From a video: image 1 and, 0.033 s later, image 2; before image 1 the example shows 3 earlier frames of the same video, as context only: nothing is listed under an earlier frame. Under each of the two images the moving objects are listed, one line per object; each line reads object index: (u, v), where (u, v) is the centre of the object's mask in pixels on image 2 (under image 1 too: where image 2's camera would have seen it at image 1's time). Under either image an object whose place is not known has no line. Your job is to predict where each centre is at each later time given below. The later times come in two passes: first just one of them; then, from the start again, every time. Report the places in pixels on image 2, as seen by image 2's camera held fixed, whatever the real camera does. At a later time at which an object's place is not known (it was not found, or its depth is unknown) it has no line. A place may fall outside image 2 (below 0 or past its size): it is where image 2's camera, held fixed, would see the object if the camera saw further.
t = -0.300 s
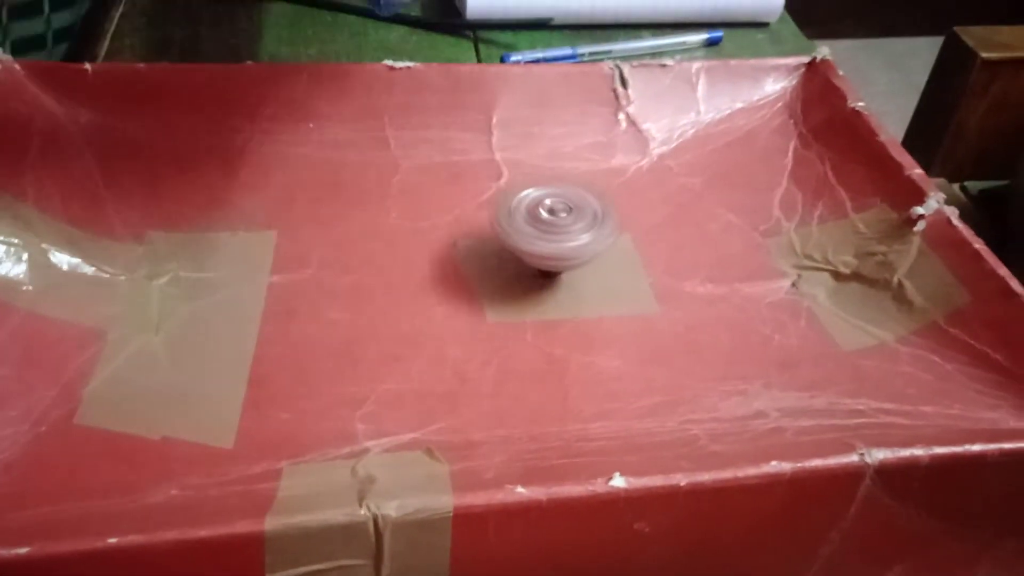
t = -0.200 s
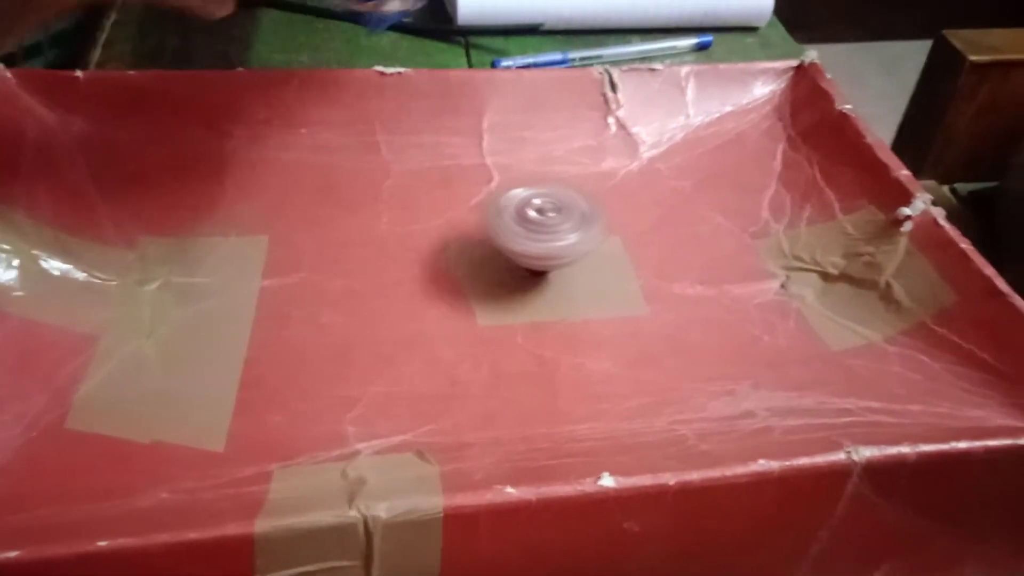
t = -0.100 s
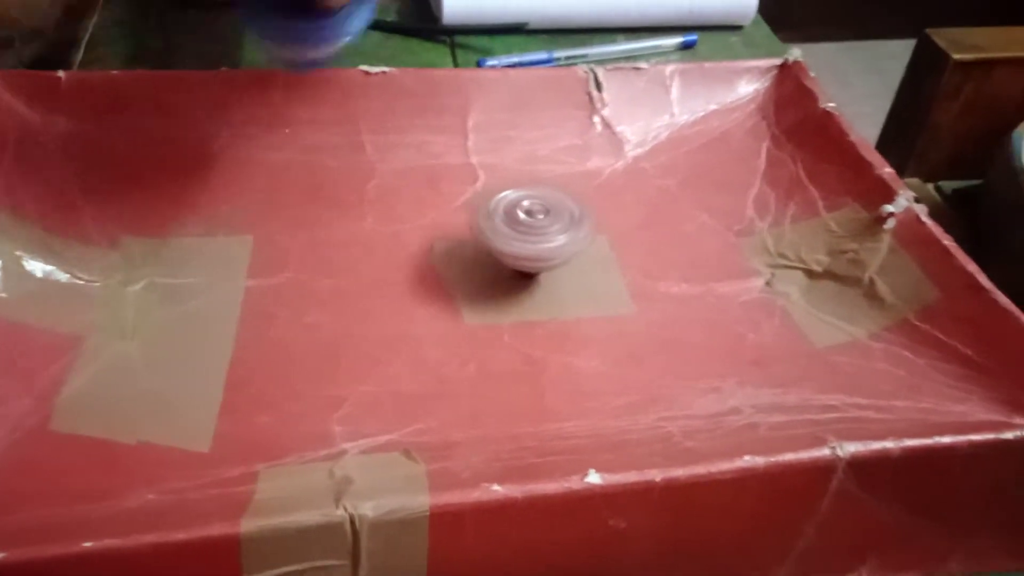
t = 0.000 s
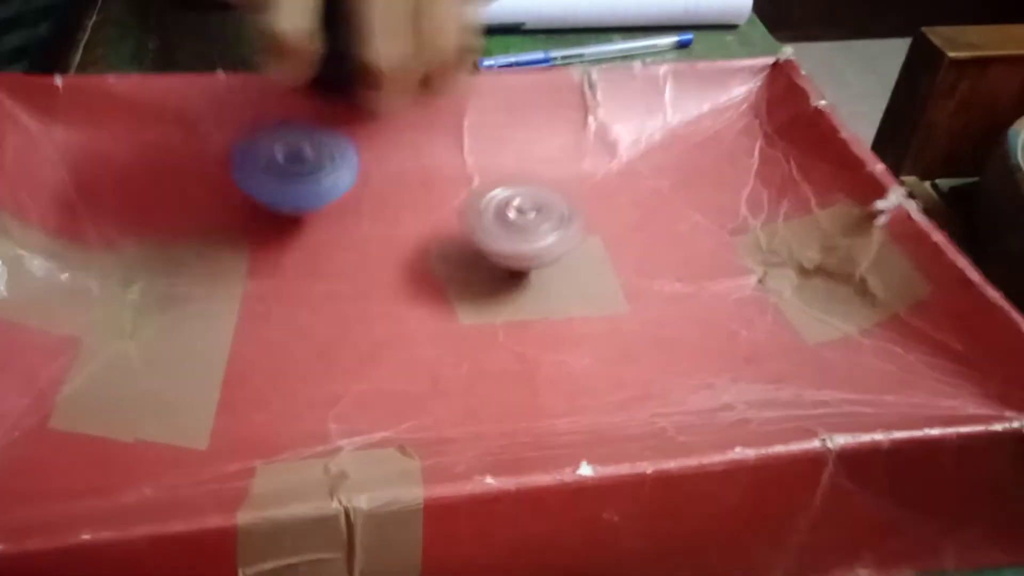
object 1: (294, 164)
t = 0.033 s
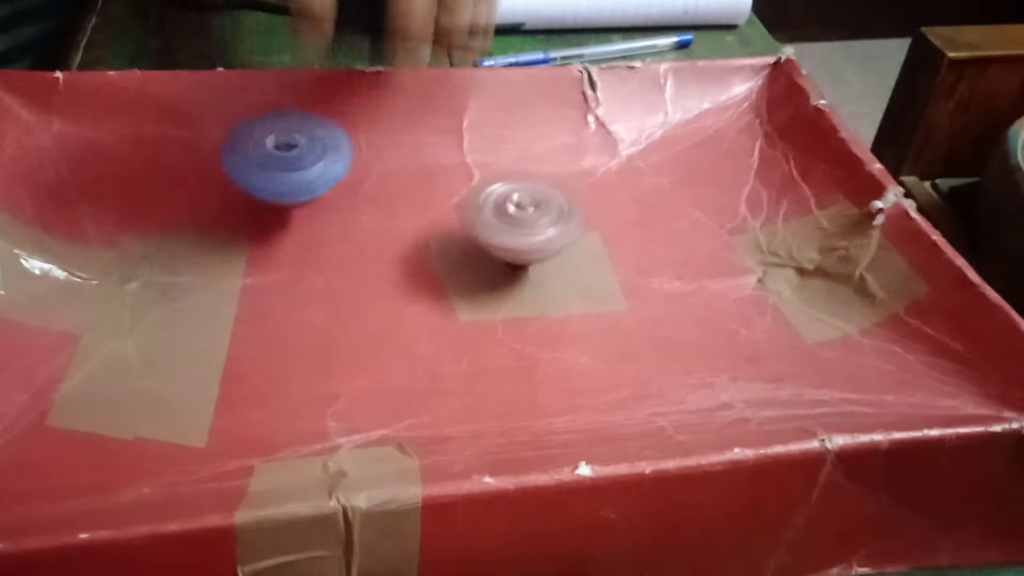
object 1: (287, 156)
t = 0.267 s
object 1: (259, 200)
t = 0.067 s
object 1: (280, 166)
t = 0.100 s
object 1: (272, 175)
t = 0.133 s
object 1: (267, 179)
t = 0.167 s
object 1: (265, 184)
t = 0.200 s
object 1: (262, 189)
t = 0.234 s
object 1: (259, 195)
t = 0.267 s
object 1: (259, 200)
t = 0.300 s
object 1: (261, 203)
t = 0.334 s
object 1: (264, 208)
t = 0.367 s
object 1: (269, 213)
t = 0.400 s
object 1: (275, 218)
